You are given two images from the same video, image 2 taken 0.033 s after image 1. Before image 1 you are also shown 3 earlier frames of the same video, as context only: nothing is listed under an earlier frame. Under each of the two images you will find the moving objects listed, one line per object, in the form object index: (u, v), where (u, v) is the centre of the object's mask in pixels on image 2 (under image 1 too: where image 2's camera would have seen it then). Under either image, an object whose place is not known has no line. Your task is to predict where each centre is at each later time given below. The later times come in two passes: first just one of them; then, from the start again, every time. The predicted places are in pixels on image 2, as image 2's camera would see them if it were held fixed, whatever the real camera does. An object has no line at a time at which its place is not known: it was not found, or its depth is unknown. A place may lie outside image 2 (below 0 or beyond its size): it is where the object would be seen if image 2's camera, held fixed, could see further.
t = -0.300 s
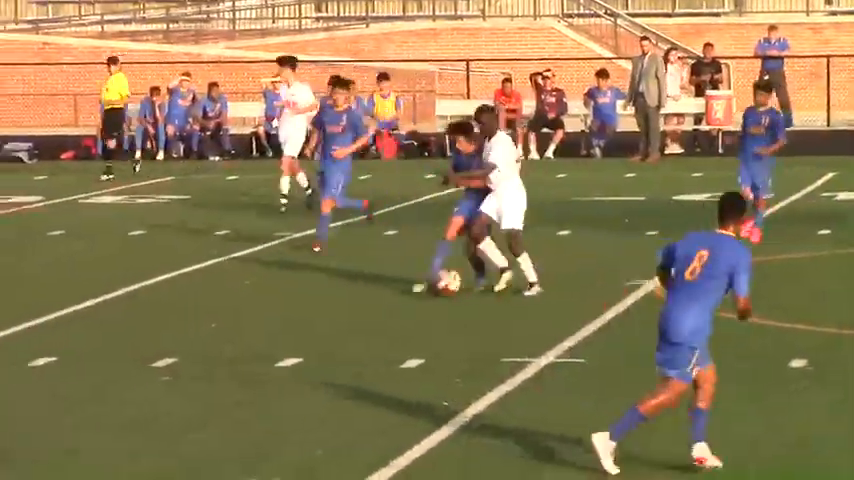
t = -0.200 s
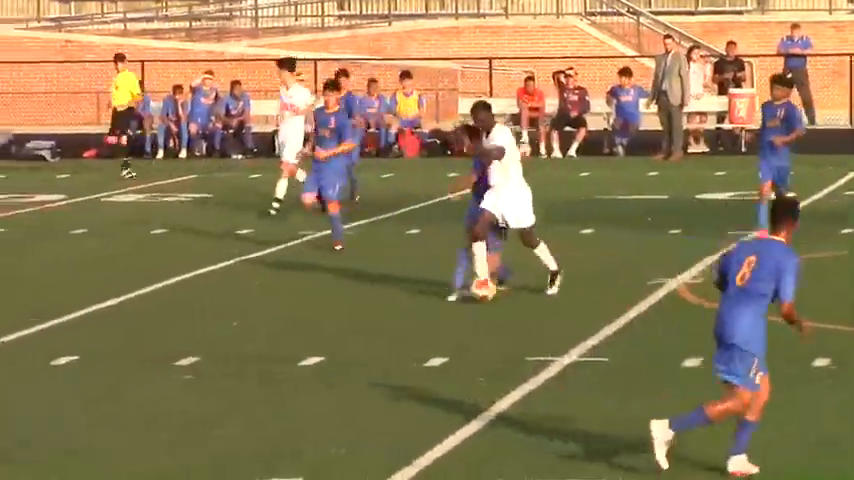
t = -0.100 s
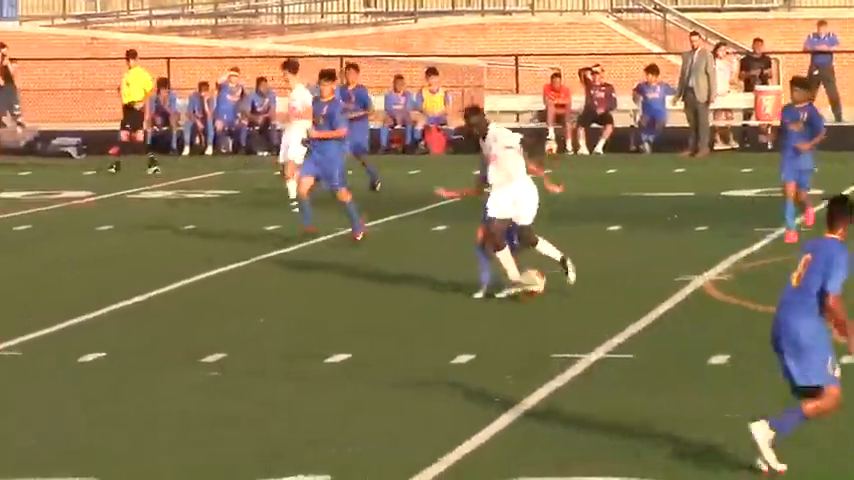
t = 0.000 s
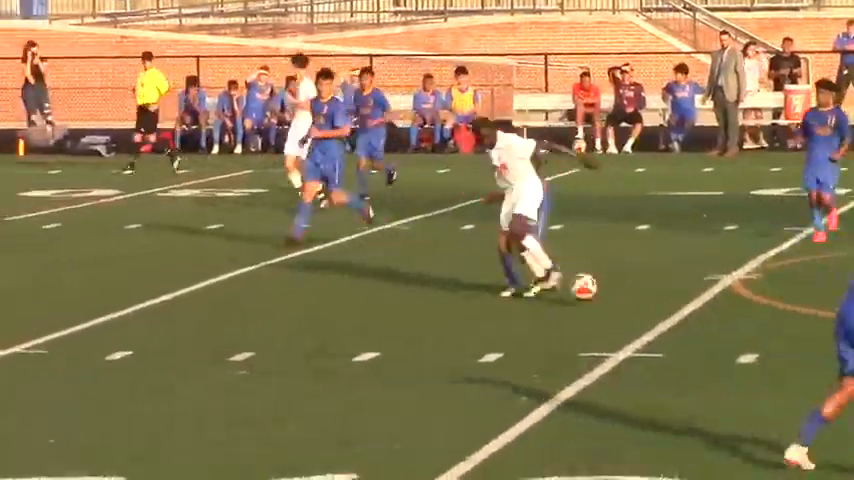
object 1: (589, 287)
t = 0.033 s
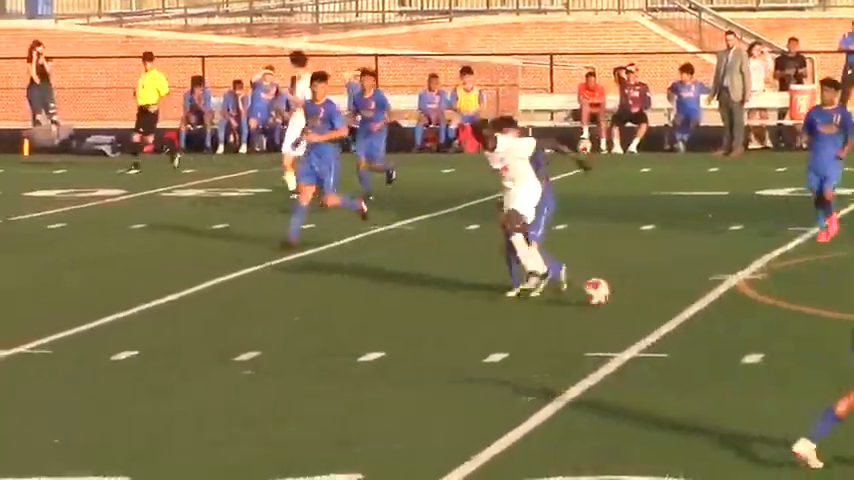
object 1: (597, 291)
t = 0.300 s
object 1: (633, 303)
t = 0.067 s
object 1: (602, 295)
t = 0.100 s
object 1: (607, 292)
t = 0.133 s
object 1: (611, 292)
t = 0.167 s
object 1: (615, 292)
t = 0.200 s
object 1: (620, 294)
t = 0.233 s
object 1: (624, 298)
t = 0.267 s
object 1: (629, 303)
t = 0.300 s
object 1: (633, 303)
